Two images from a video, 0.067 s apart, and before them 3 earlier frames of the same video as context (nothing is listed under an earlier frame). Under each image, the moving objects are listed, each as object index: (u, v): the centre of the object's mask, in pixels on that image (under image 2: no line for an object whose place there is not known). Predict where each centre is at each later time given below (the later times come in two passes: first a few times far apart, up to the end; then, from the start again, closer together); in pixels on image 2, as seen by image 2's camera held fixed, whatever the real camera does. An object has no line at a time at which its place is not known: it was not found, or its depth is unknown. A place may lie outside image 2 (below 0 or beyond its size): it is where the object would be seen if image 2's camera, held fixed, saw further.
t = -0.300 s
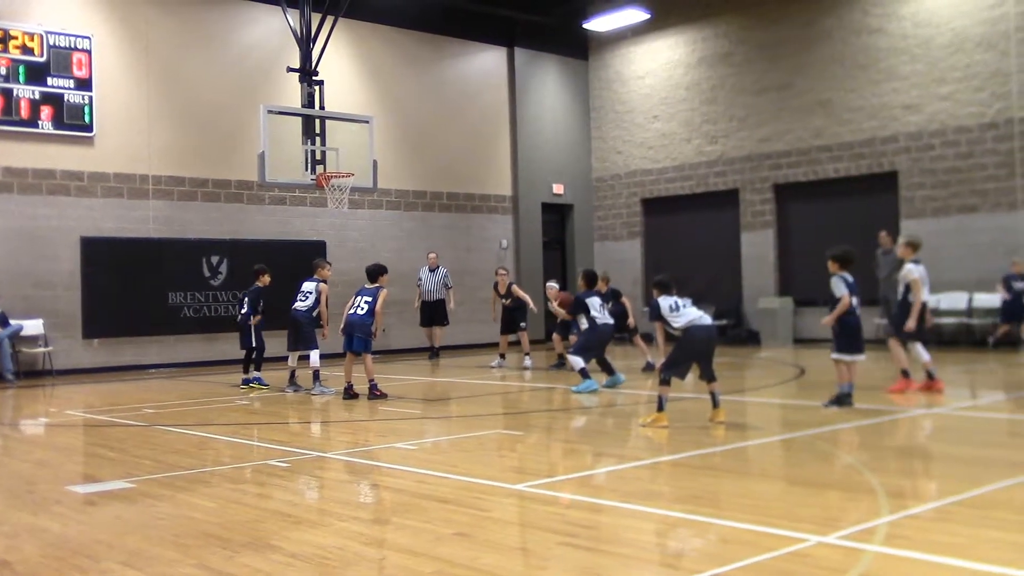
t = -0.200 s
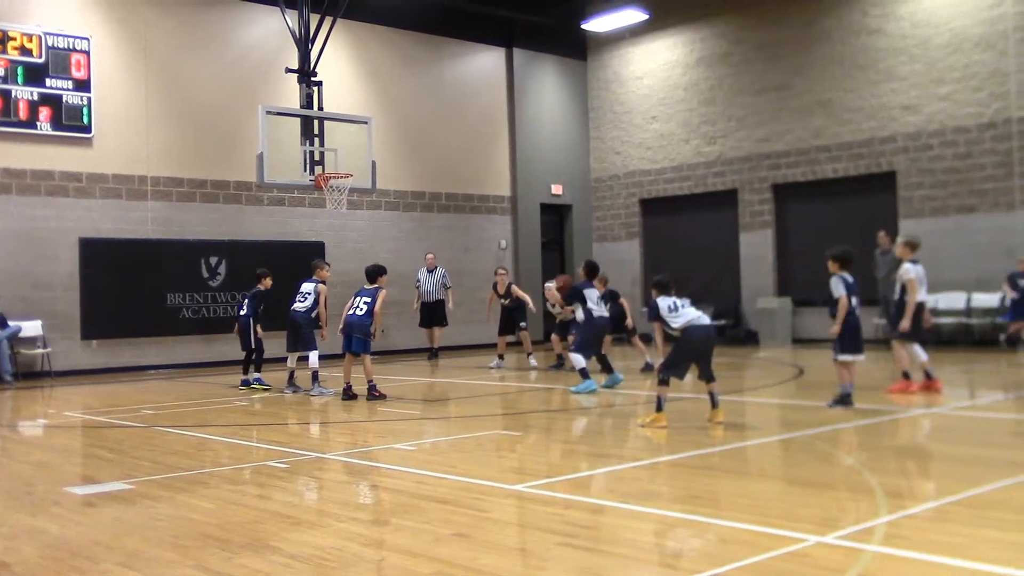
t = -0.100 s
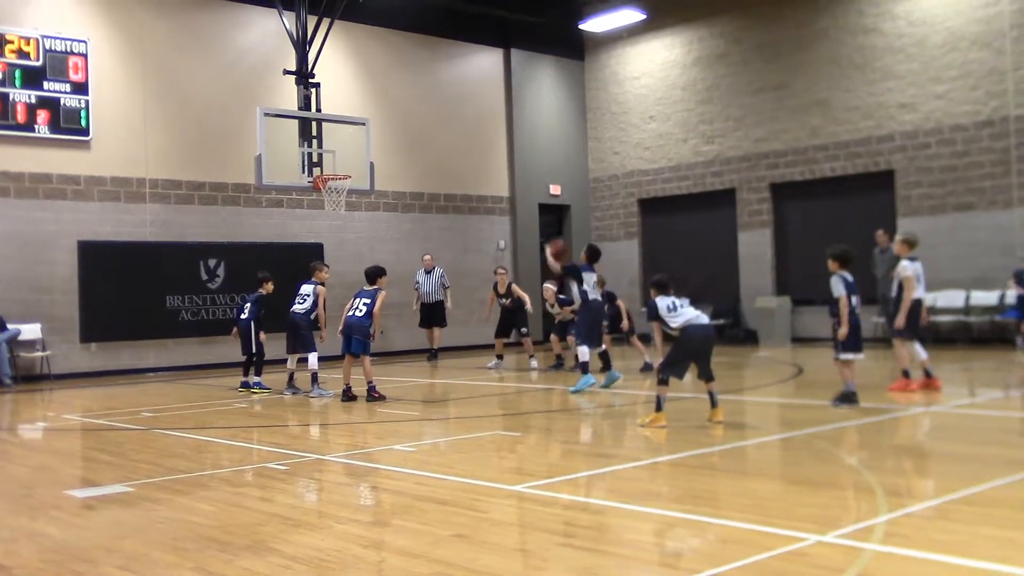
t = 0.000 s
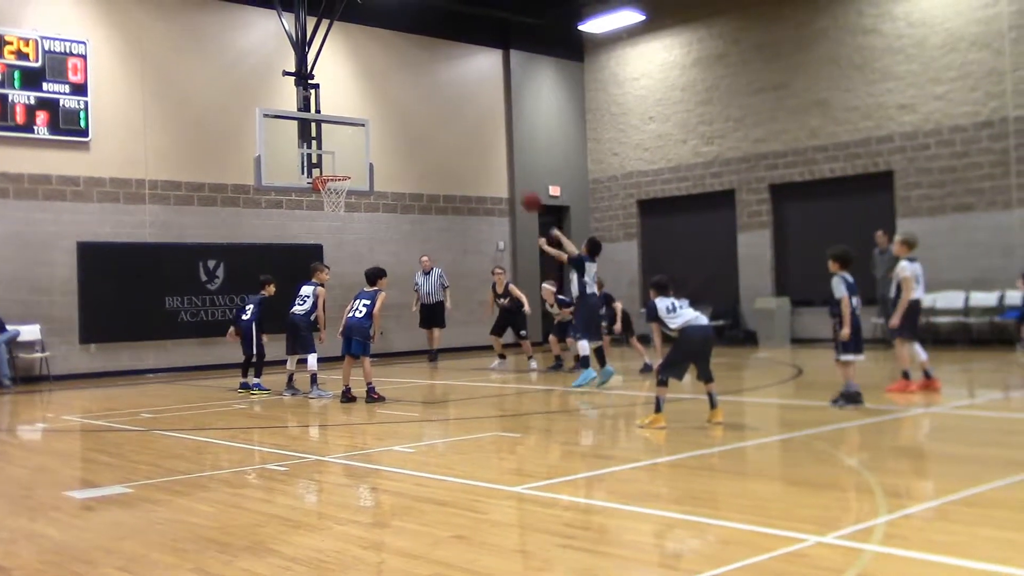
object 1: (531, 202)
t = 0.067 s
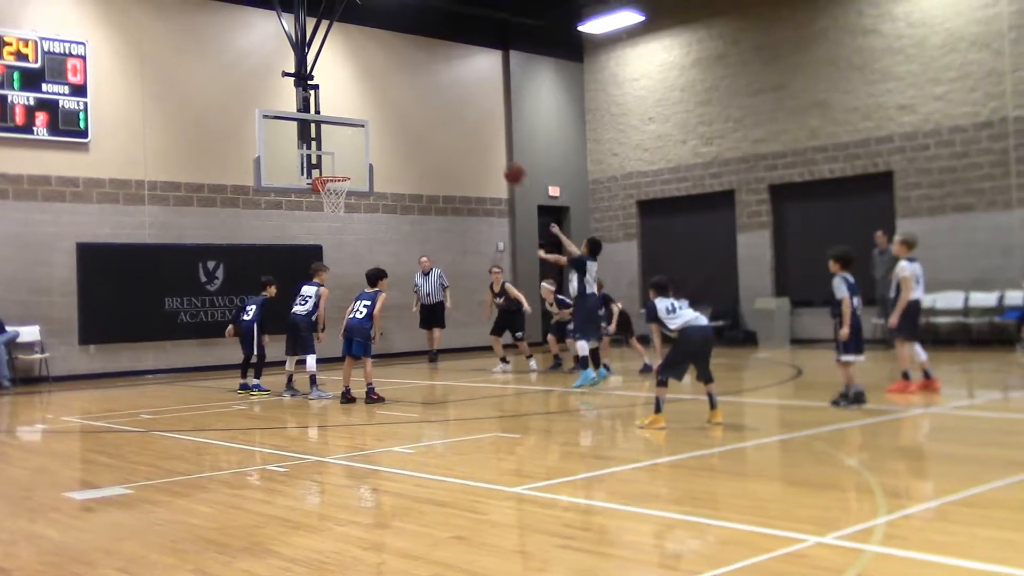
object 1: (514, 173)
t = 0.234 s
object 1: (474, 123)
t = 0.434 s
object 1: (431, 97)
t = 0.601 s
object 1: (399, 101)
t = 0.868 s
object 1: (356, 148)
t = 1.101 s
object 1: (363, 159)
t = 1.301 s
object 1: (390, 166)
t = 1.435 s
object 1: (409, 188)
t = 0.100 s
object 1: (505, 162)
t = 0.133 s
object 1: (497, 150)
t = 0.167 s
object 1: (489, 140)
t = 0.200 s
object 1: (481, 131)
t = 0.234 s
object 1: (474, 123)
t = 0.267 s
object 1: (466, 116)
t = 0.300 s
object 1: (458, 111)
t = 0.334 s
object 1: (451, 106)
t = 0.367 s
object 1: (444, 102)
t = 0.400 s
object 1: (437, 99)
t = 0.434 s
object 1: (431, 97)
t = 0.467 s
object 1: (424, 96)
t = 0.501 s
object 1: (418, 96)
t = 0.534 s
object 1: (412, 97)
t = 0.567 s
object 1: (405, 99)
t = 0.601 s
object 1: (399, 101)
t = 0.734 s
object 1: (377, 119)
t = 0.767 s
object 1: (372, 125)
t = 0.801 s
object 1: (366, 133)
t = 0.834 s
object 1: (361, 140)
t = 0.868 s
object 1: (356, 148)
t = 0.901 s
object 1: (351, 158)
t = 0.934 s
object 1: (346, 167)
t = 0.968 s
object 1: (347, 170)
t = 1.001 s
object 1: (351, 165)
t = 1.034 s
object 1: (355, 162)
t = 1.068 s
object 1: (359, 160)
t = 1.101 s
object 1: (363, 159)
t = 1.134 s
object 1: (368, 158)
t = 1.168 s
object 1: (372, 158)
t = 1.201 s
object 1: (376, 159)
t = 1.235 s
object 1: (381, 160)
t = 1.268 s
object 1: (385, 162)
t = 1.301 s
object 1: (390, 166)
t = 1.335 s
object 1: (394, 170)
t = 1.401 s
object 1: (404, 181)
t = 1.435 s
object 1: (409, 188)
